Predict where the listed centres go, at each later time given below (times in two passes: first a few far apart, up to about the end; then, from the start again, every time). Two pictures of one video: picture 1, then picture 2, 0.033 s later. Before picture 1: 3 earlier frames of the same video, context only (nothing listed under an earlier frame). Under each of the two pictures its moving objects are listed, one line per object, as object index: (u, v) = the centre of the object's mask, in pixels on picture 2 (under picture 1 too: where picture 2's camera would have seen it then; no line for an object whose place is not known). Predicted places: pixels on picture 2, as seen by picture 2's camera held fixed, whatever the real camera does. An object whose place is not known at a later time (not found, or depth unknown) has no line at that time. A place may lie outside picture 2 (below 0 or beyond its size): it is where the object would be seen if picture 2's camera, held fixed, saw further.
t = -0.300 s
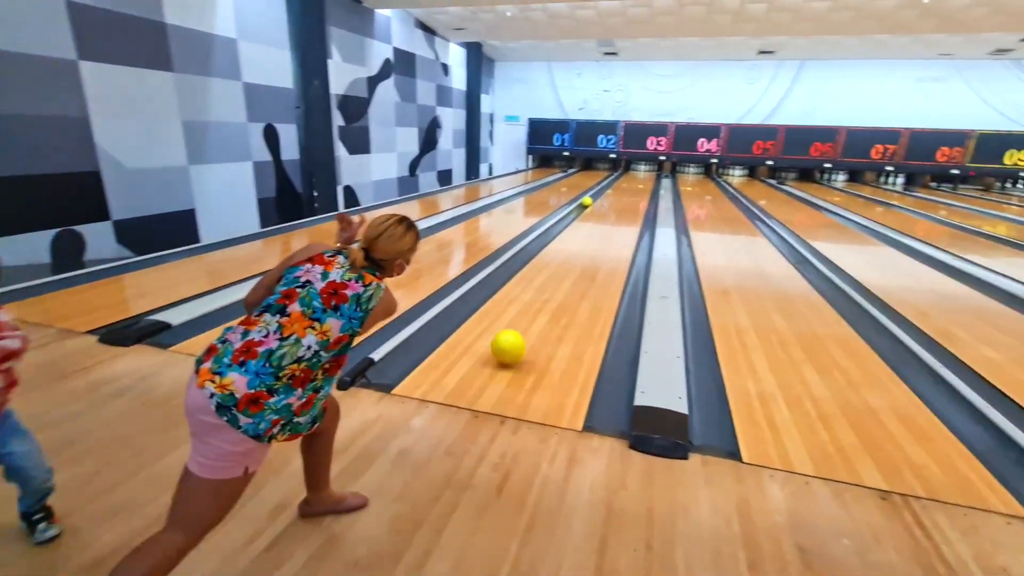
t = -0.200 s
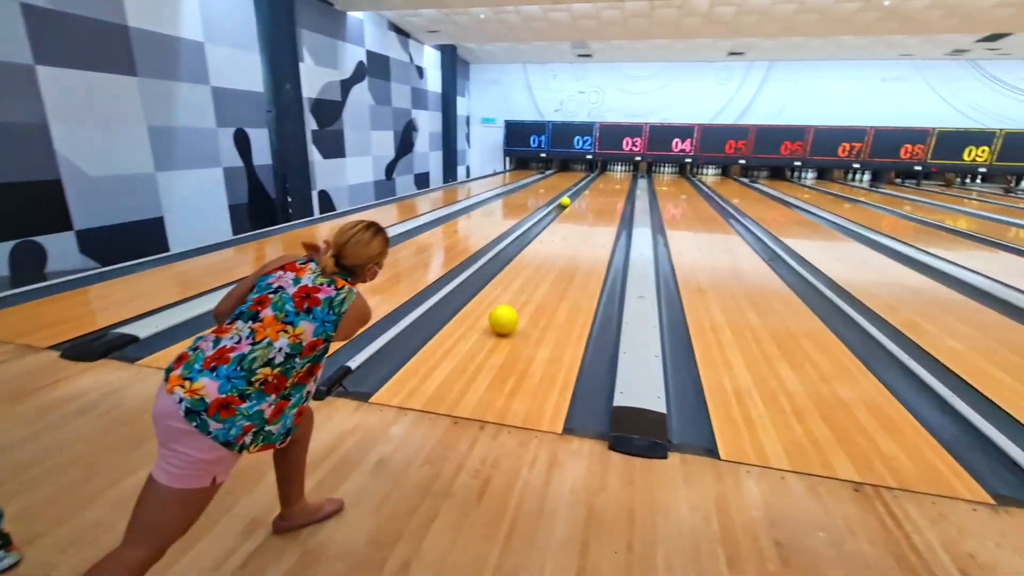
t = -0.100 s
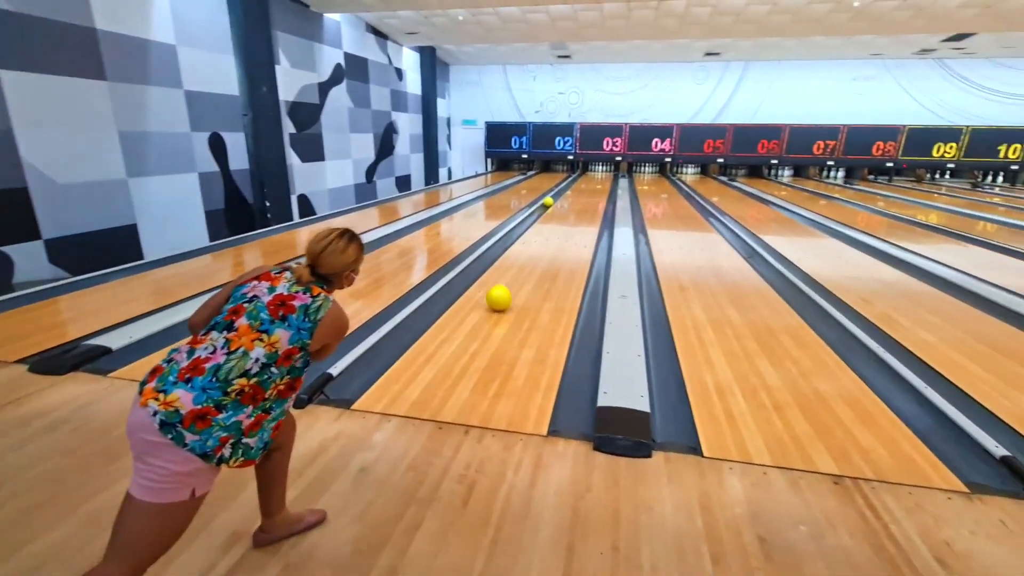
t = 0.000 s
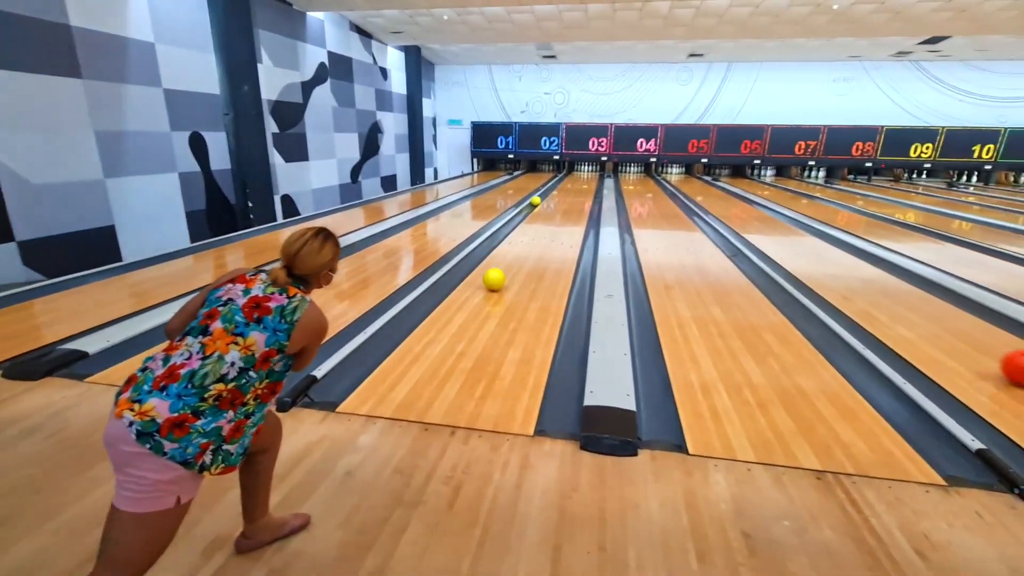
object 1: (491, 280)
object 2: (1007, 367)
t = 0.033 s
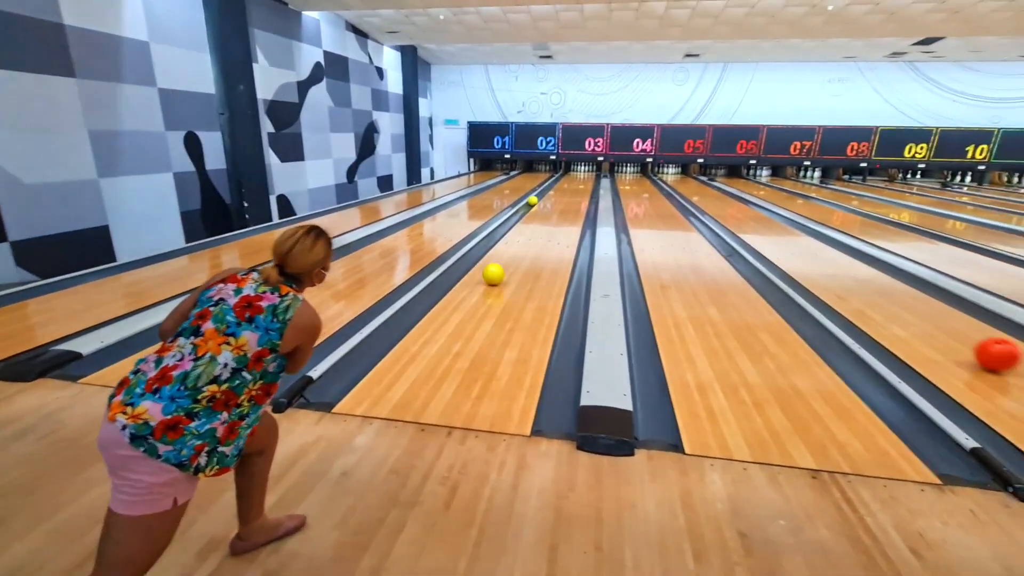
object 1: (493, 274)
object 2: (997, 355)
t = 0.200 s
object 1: (504, 253)
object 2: (915, 310)
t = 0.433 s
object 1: (515, 231)
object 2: (845, 271)
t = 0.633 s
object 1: (520, 219)
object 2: (807, 249)
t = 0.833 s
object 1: (525, 209)
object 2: (779, 233)
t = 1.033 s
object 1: (527, 204)
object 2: (758, 222)
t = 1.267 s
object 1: (535, 197)
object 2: (739, 212)
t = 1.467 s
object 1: (541, 192)
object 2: (727, 205)
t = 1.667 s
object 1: (544, 189)
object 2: (716, 200)
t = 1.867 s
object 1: (545, 189)
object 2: (708, 195)
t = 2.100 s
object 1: (547, 187)
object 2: (700, 191)
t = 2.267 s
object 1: (548, 186)
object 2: (695, 188)
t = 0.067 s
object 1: (496, 270)
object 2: (978, 344)
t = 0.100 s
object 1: (498, 265)
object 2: (959, 335)
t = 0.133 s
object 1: (500, 261)
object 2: (944, 326)
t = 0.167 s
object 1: (502, 256)
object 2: (929, 317)
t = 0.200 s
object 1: (504, 253)
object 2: (915, 310)
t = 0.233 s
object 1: (506, 249)
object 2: (903, 303)
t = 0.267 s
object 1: (507, 245)
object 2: (891, 297)
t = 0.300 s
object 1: (509, 242)
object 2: (881, 291)
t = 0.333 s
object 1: (510, 239)
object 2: (871, 285)
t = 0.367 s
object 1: (512, 236)
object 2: (862, 280)
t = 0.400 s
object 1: (513, 234)
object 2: (853, 275)
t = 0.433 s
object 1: (515, 231)
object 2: (845, 271)
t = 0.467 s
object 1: (516, 229)
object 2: (838, 266)
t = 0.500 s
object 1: (517, 226)
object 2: (831, 263)
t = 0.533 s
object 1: (518, 224)
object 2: (824, 259)
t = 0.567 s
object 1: (519, 222)
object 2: (818, 255)
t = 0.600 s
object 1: (520, 220)
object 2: (812, 252)
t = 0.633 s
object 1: (520, 219)
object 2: (807, 249)
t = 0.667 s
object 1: (521, 217)
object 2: (801, 246)
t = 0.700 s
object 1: (522, 215)
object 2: (797, 243)
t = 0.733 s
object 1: (523, 213)
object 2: (792, 241)
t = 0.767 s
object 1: (524, 212)
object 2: (787, 238)
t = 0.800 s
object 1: (525, 210)
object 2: (783, 235)
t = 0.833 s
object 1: (525, 209)
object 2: (779, 233)
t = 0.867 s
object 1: (526, 208)
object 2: (775, 231)
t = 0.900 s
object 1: (526, 207)
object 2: (771, 229)
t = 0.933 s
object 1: (527, 206)
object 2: (768, 227)
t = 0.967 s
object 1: (527, 205)
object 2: (764, 225)
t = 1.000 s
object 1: (527, 205)
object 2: (762, 224)
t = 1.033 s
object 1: (527, 204)
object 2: (758, 222)
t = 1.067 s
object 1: (529, 203)
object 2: (755, 220)
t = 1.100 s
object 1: (530, 201)
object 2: (752, 219)
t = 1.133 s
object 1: (531, 201)
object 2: (749, 218)
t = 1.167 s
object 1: (532, 200)
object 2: (747, 216)
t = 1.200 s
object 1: (533, 199)
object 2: (744, 214)
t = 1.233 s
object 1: (534, 198)
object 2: (742, 213)
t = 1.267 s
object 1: (535, 197)
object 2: (739, 212)
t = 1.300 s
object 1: (536, 197)
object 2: (737, 211)
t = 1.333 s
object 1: (537, 196)
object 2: (735, 210)
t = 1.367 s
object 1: (538, 195)
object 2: (733, 209)
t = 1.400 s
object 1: (539, 194)
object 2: (731, 208)
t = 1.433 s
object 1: (540, 194)
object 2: (729, 206)
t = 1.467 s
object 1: (541, 192)
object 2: (727, 205)
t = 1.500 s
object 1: (541, 192)
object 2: (725, 204)
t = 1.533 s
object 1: (541, 192)
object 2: (723, 204)
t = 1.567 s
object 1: (542, 191)
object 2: (721, 203)
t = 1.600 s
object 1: (543, 190)
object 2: (720, 201)
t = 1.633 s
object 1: (544, 190)
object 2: (718, 201)
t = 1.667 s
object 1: (544, 189)
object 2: (716, 200)
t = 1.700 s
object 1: (545, 189)
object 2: (715, 199)
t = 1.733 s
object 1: (545, 189)
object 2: (713, 198)
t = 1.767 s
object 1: (545, 189)
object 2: (712, 197)
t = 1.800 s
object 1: (545, 189)
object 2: (711, 196)
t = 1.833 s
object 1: (545, 189)
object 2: (709, 195)
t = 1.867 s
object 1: (545, 189)
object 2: (708, 195)
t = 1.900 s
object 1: (545, 189)
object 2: (707, 194)
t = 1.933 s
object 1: (545, 188)
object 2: (706, 193)
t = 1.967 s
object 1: (546, 188)
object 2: (704, 193)
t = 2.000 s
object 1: (546, 188)
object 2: (703, 192)
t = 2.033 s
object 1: (546, 187)
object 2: (702, 192)
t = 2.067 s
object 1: (547, 187)
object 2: (701, 191)
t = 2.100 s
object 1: (547, 187)
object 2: (700, 191)
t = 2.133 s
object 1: (547, 187)
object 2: (699, 190)
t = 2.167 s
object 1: (547, 187)
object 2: (698, 190)
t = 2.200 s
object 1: (548, 186)
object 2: (697, 190)
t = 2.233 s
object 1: (548, 186)
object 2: (695, 189)
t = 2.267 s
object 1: (548, 186)
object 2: (695, 188)
